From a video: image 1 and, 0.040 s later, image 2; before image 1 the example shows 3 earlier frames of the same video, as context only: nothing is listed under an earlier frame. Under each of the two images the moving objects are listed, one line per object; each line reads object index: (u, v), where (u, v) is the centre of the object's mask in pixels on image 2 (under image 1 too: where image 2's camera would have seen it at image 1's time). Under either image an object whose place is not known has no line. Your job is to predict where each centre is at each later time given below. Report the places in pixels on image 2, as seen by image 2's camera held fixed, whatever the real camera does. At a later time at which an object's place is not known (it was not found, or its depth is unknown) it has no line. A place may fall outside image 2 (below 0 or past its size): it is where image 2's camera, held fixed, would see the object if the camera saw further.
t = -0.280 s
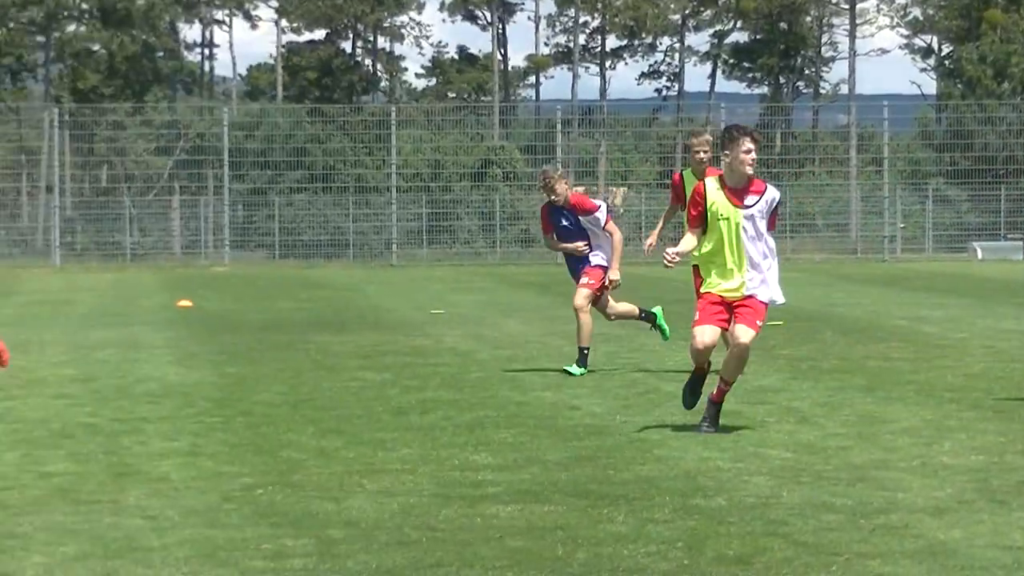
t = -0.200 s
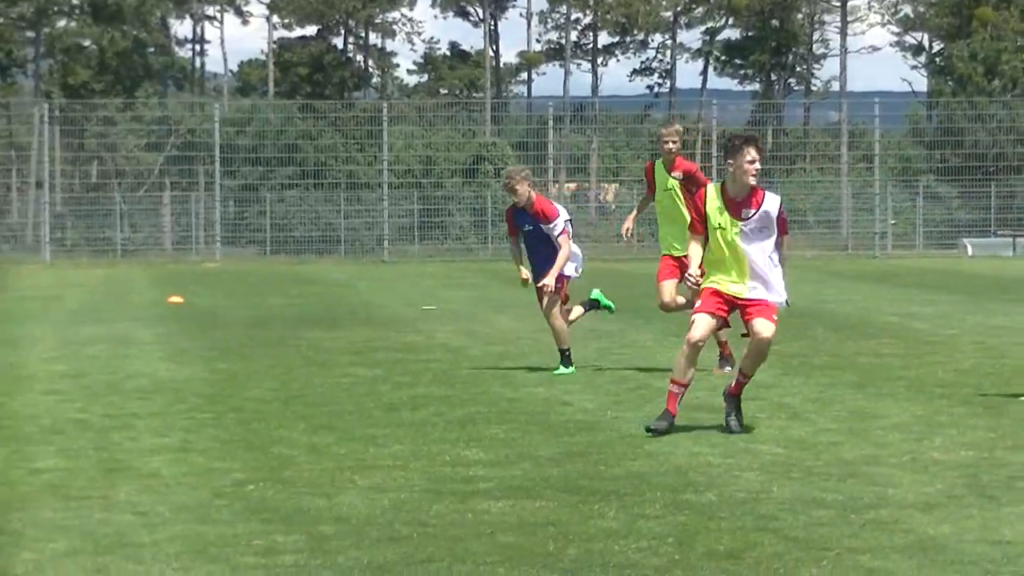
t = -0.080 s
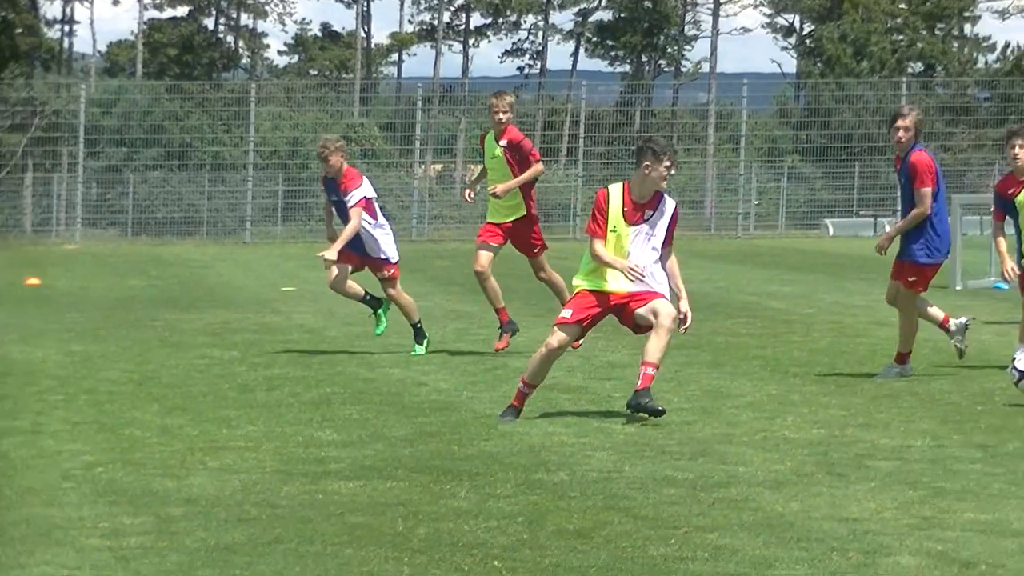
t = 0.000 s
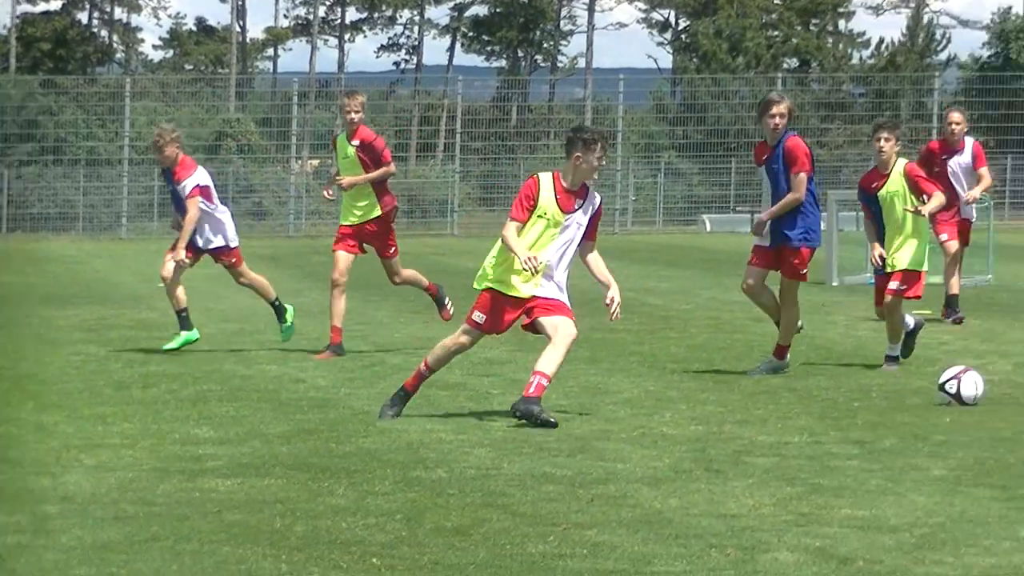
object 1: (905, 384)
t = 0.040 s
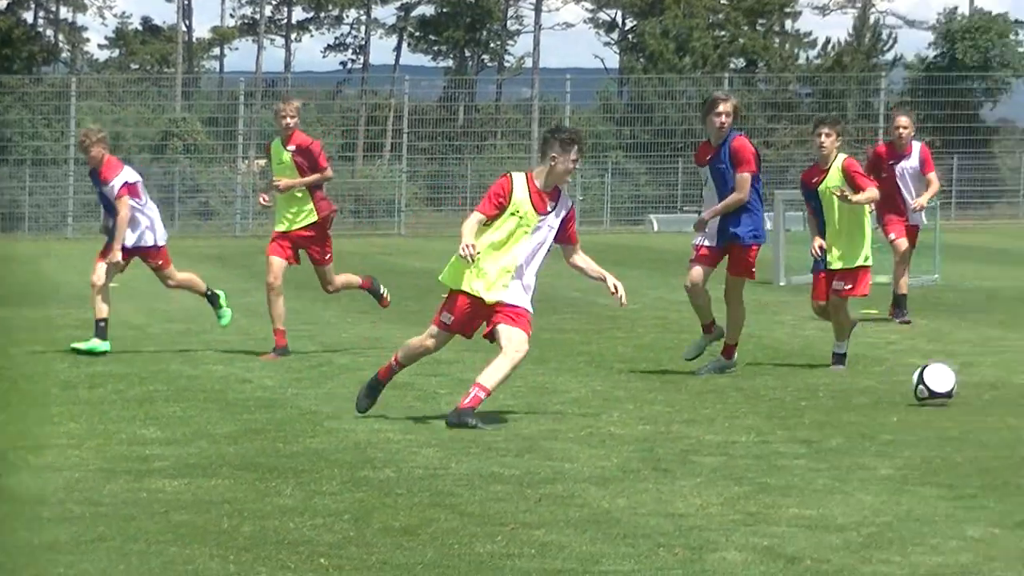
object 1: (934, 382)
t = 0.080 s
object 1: (961, 384)
